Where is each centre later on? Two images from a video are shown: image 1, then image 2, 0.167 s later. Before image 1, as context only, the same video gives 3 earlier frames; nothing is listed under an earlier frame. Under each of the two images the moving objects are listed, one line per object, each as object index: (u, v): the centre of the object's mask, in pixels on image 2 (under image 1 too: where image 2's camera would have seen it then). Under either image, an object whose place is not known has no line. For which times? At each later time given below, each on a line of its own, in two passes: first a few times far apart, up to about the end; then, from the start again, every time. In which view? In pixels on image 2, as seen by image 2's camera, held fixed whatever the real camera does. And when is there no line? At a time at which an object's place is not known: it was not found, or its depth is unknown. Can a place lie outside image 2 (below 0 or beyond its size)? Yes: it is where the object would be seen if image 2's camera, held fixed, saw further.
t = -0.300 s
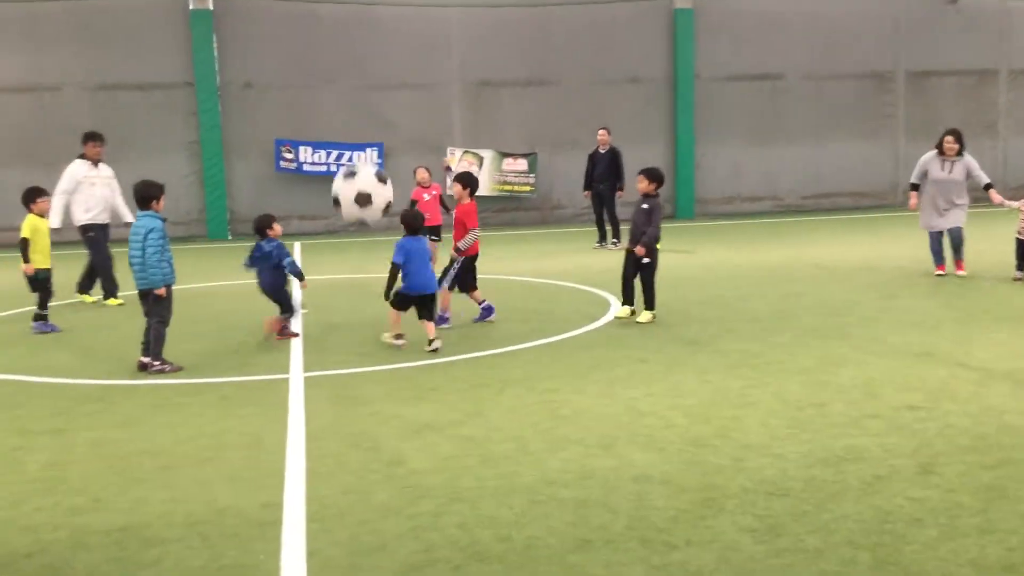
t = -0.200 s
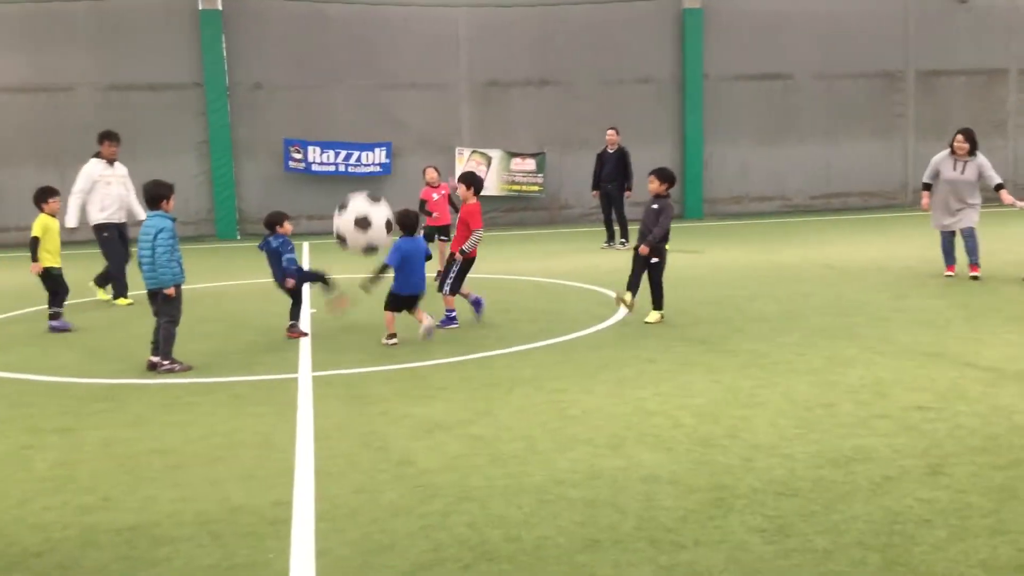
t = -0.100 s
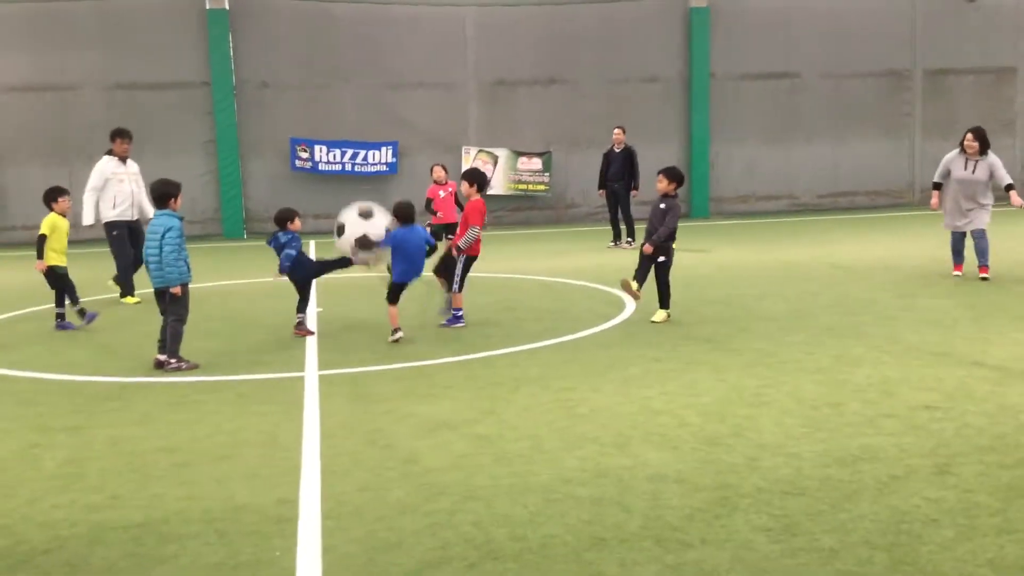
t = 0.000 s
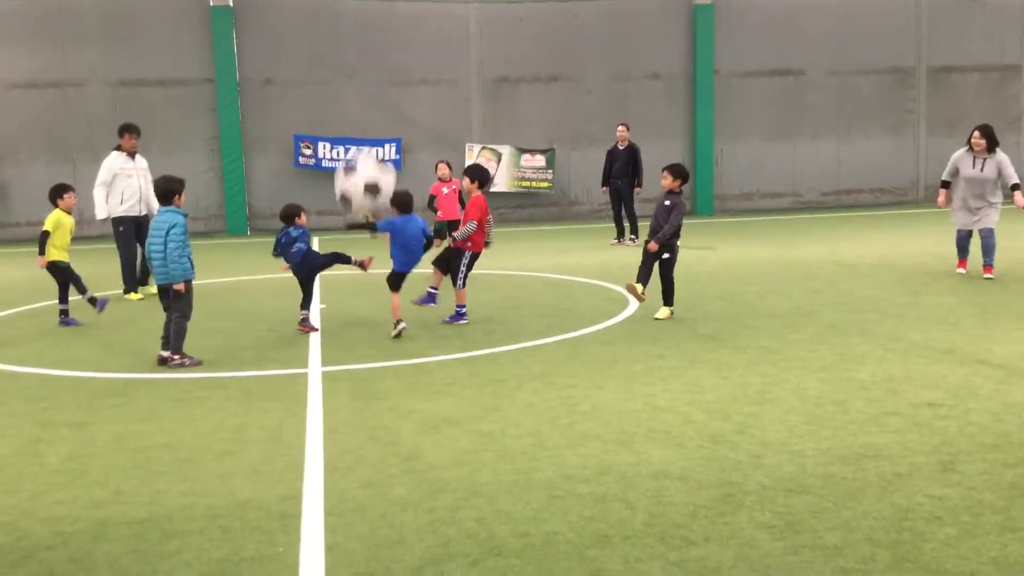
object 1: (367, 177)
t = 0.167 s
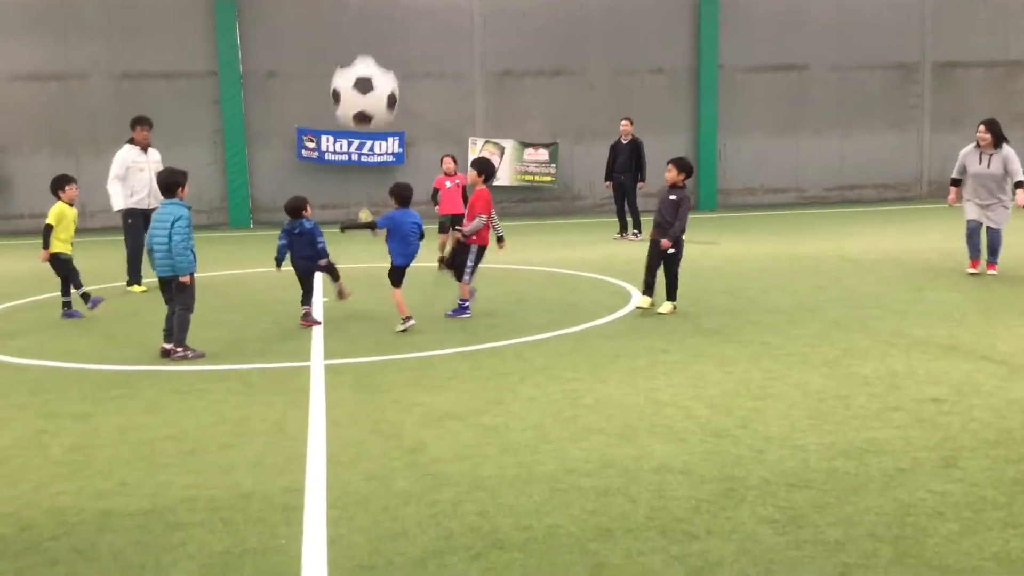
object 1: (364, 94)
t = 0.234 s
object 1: (363, 69)
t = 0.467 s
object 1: (362, 33)
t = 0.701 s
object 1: (367, 67)
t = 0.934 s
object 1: (377, 190)
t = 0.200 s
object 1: (363, 80)
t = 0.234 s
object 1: (363, 69)
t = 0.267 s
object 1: (362, 58)
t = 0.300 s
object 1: (362, 49)
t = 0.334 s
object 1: (362, 43)
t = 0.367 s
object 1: (362, 38)
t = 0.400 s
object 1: (361, 35)
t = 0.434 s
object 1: (361, 33)
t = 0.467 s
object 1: (362, 33)
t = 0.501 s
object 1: (361, 34)
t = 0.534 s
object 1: (362, 36)
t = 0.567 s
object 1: (363, 38)
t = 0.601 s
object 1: (363, 43)
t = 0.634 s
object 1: (365, 48)
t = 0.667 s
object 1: (364, 55)
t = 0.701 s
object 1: (367, 67)
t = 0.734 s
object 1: (368, 79)
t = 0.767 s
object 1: (369, 91)
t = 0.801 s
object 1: (370, 107)
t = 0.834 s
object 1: (372, 127)
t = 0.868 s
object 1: (372, 145)
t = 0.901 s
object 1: (374, 166)
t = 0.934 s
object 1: (377, 190)
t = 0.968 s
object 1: (379, 212)
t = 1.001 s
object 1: (380, 235)
